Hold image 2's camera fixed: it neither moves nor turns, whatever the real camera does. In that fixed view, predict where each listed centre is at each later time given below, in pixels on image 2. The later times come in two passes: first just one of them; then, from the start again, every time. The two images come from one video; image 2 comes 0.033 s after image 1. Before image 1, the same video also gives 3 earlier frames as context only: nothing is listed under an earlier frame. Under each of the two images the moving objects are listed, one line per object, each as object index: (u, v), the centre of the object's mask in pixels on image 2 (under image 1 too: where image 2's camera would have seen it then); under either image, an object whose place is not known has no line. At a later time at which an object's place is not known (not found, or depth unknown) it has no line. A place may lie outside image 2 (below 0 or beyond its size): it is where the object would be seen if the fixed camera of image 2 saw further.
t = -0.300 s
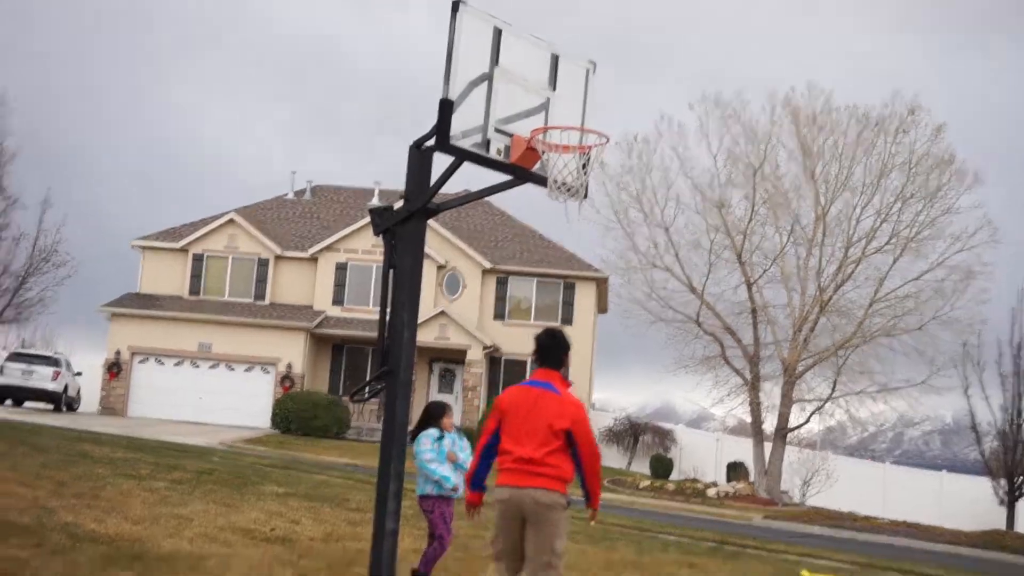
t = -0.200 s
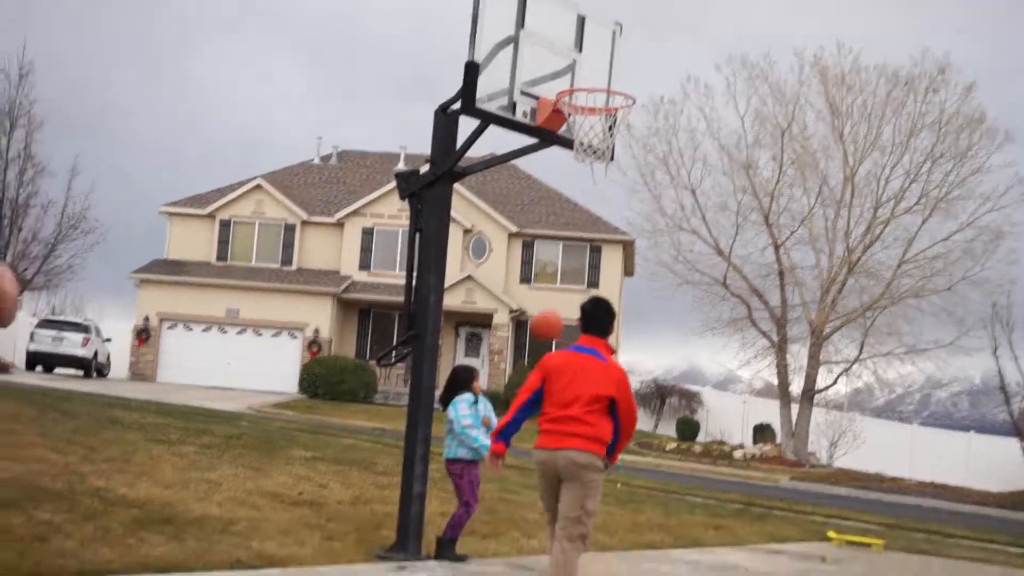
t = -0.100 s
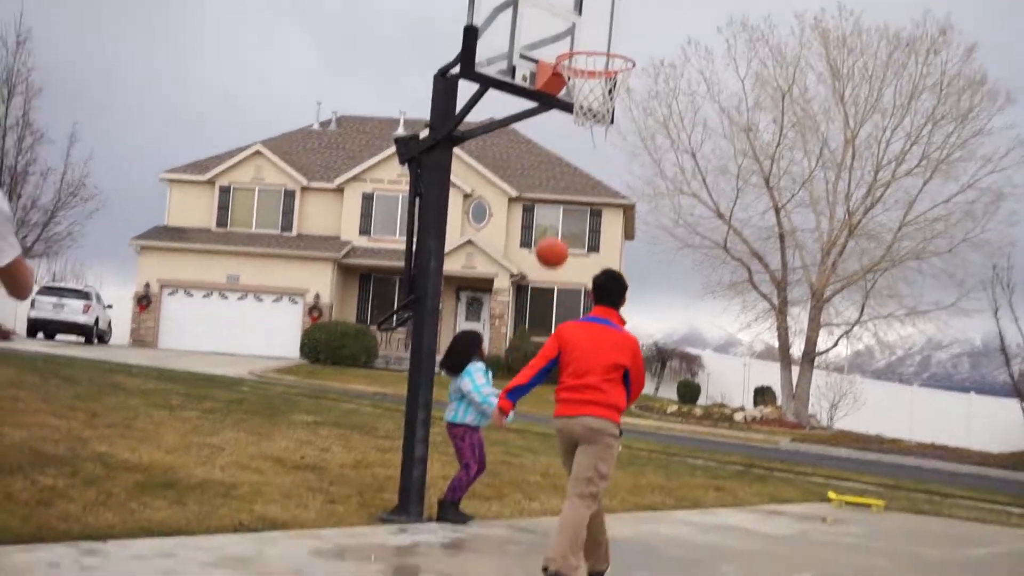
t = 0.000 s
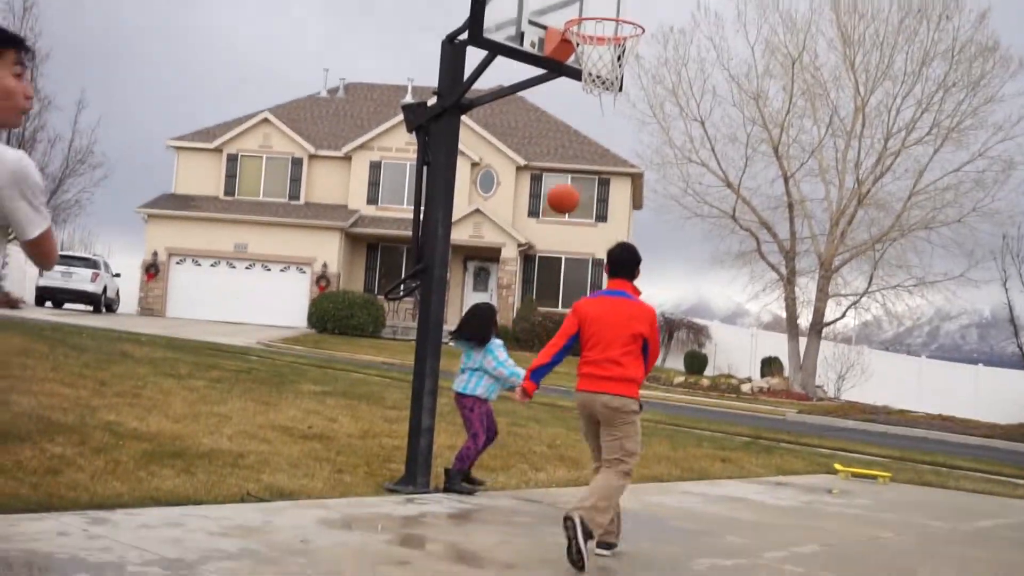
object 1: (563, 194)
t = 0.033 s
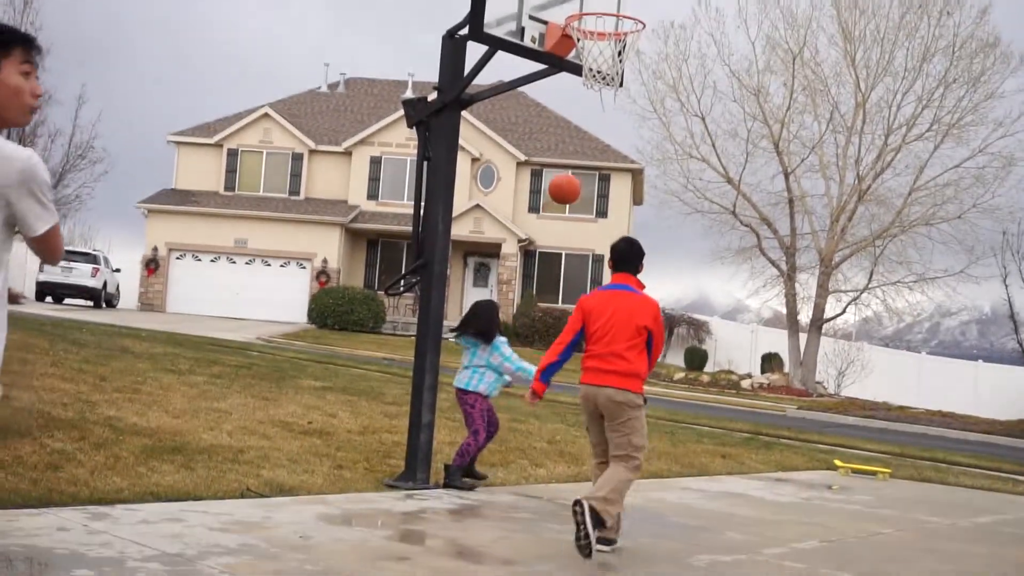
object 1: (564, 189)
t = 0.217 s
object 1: (569, 187)
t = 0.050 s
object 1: (565, 187)
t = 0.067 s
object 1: (566, 183)
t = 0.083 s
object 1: (567, 183)
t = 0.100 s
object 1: (567, 182)
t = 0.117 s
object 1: (567, 181)
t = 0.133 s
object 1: (567, 182)
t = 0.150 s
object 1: (567, 182)
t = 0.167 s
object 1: (568, 183)
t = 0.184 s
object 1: (568, 184)
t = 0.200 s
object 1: (569, 186)
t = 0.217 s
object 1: (569, 187)
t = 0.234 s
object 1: (569, 191)
